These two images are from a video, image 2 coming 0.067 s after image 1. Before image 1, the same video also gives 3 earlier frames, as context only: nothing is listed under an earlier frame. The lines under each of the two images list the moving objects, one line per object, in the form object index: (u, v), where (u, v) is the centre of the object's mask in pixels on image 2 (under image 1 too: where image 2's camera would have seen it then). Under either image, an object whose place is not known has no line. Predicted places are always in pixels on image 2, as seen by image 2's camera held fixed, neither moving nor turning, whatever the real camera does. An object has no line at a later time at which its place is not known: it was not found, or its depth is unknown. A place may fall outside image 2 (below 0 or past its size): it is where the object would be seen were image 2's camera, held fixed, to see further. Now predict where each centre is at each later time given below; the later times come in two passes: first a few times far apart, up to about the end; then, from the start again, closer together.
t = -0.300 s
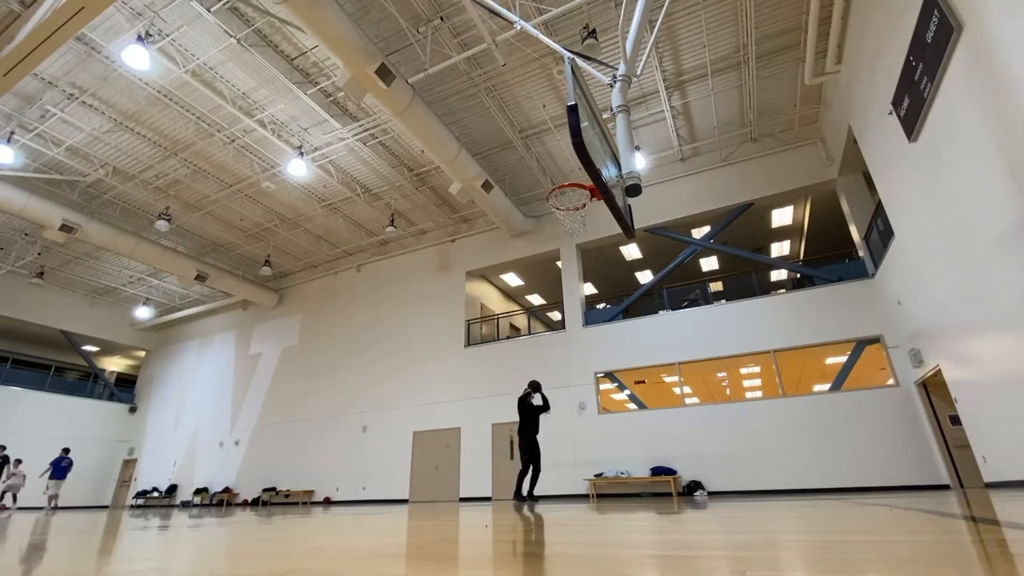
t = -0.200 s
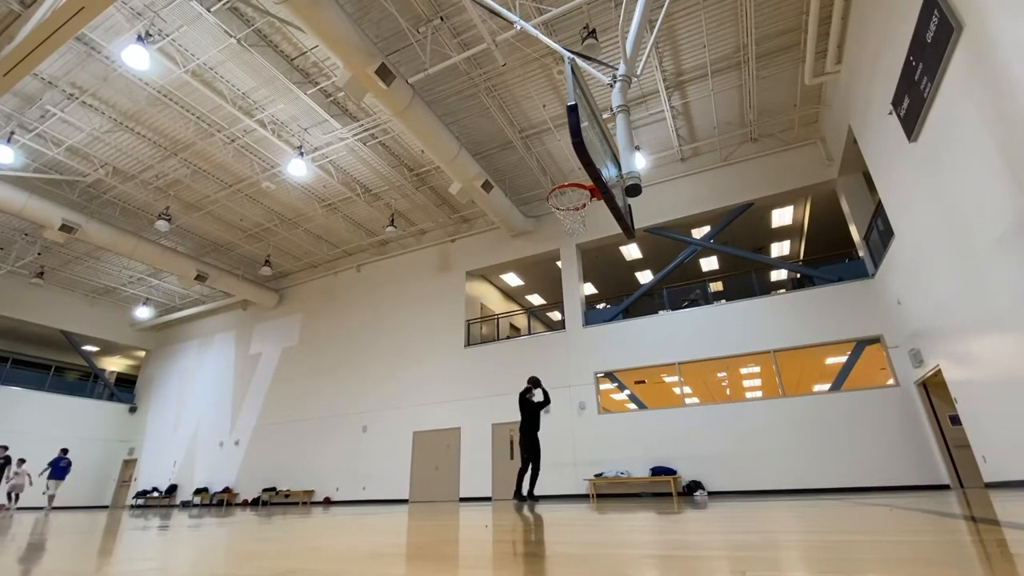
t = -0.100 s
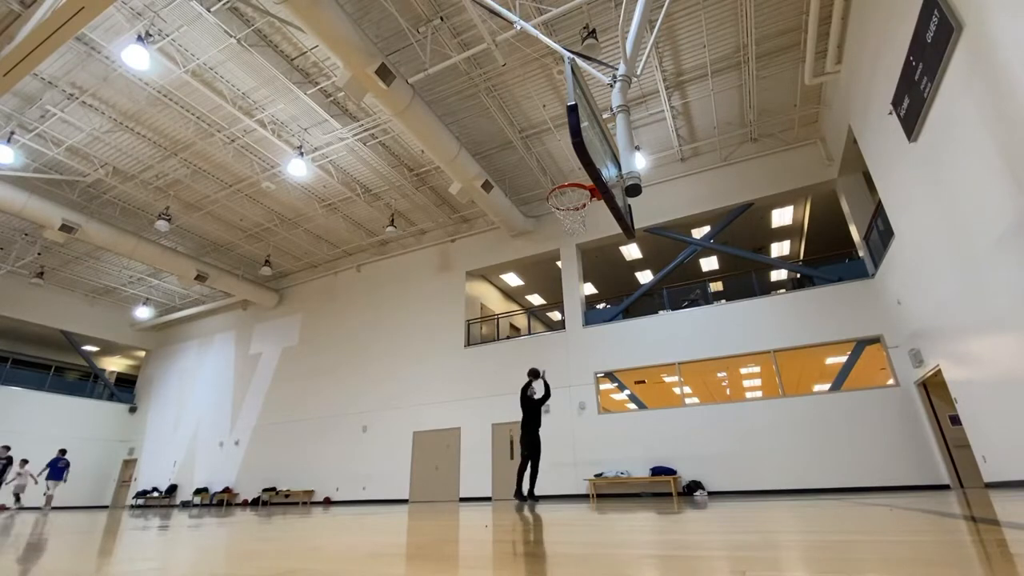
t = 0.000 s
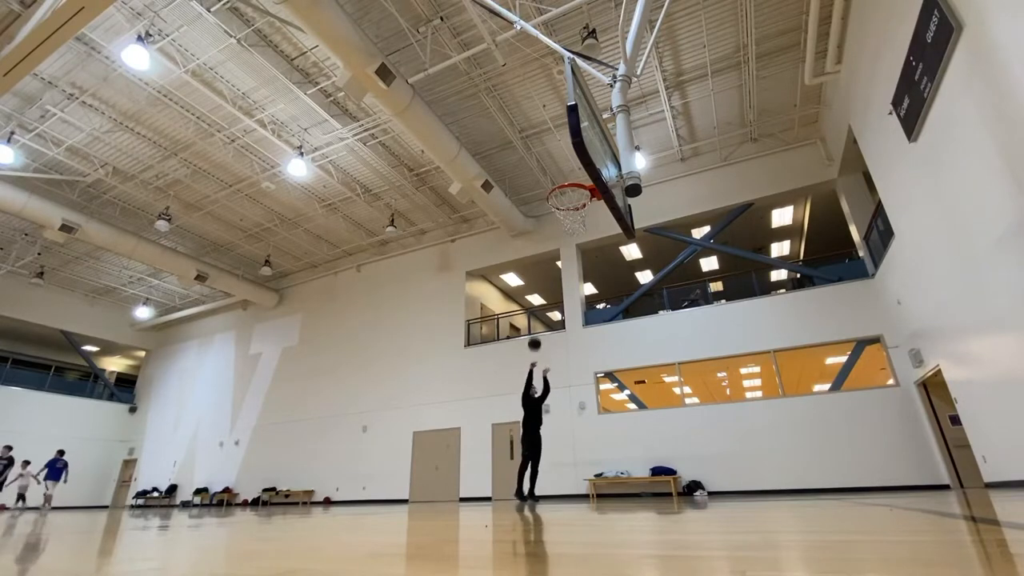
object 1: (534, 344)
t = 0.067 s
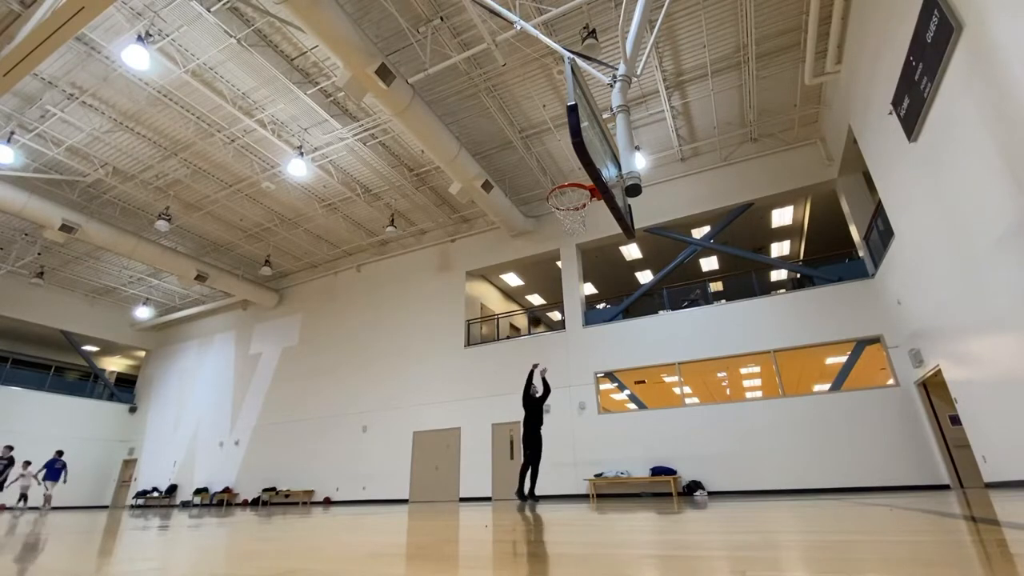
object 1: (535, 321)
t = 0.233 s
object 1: (537, 272)
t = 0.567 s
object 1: (545, 207)
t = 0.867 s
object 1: (563, 194)
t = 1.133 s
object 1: (576, 215)
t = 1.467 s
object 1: (592, 324)
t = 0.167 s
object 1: (536, 290)
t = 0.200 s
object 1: (537, 281)
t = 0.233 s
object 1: (537, 272)
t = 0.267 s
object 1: (538, 264)
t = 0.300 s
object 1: (538, 256)
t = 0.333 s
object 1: (539, 249)
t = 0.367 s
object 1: (540, 241)
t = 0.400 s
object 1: (540, 235)
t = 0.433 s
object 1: (541, 228)
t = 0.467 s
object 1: (543, 222)
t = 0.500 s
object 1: (544, 217)
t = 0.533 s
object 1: (544, 212)
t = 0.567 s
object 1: (545, 207)
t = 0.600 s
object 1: (547, 203)
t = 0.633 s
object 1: (549, 199)
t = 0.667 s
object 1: (550, 196)
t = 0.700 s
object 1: (552, 194)
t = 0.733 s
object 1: (554, 192)
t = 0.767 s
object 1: (555, 190)
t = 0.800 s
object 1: (557, 189)
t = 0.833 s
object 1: (559, 189)
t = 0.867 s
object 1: (563, 194)
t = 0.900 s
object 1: (565, 195)
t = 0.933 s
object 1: (567, 196)
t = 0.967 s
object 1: (570, 198)
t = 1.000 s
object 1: (572, 201)
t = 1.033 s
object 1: (574, 205)
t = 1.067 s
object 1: (574, 207)
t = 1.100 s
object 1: (575, 211)
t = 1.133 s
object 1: (576, 215)
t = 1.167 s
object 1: (577, 221)
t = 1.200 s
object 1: (578, 228)
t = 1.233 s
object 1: (579, 236)
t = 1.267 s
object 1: (581, 245)
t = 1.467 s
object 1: (592, 324)
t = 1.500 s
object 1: (595, 344)
